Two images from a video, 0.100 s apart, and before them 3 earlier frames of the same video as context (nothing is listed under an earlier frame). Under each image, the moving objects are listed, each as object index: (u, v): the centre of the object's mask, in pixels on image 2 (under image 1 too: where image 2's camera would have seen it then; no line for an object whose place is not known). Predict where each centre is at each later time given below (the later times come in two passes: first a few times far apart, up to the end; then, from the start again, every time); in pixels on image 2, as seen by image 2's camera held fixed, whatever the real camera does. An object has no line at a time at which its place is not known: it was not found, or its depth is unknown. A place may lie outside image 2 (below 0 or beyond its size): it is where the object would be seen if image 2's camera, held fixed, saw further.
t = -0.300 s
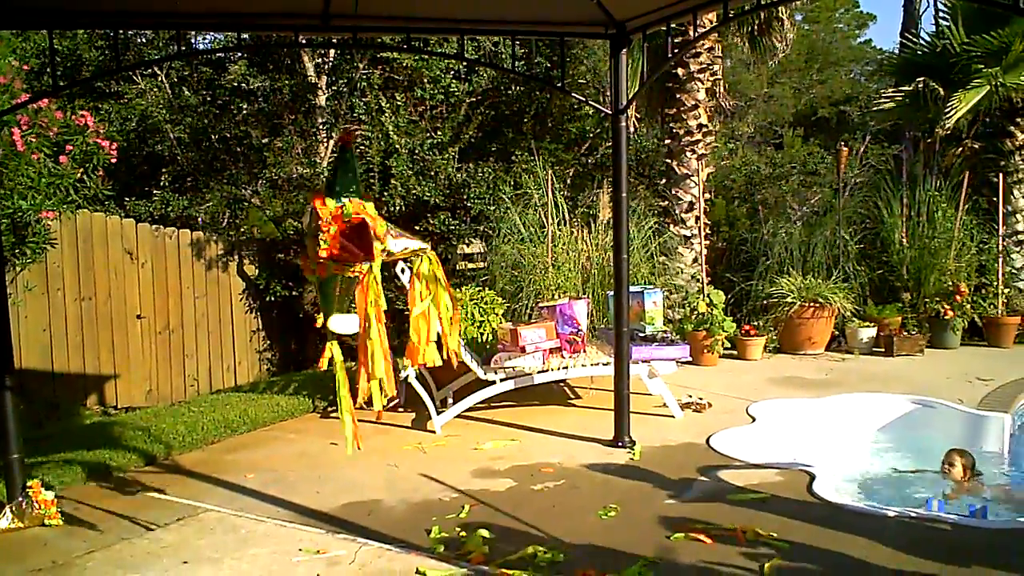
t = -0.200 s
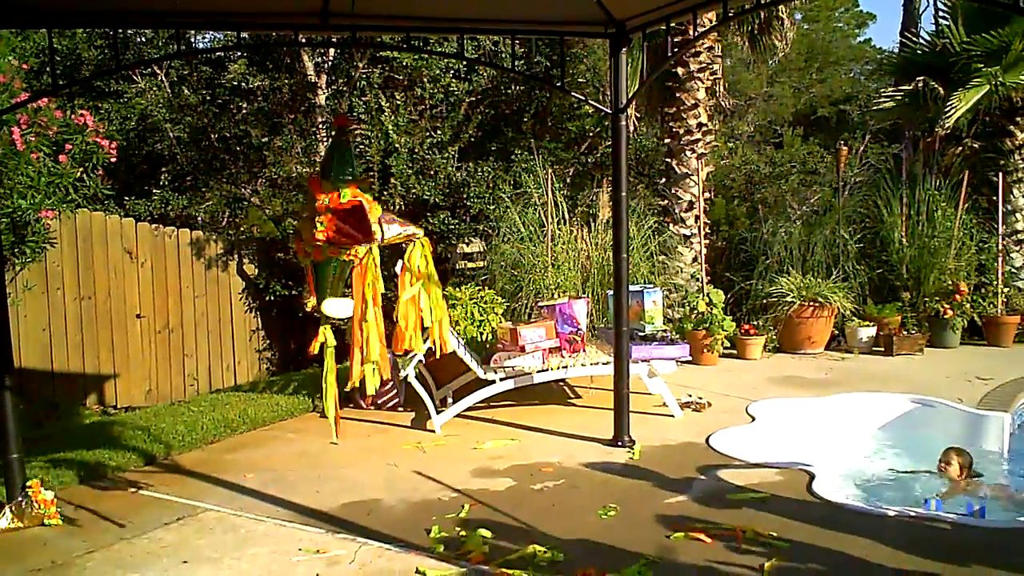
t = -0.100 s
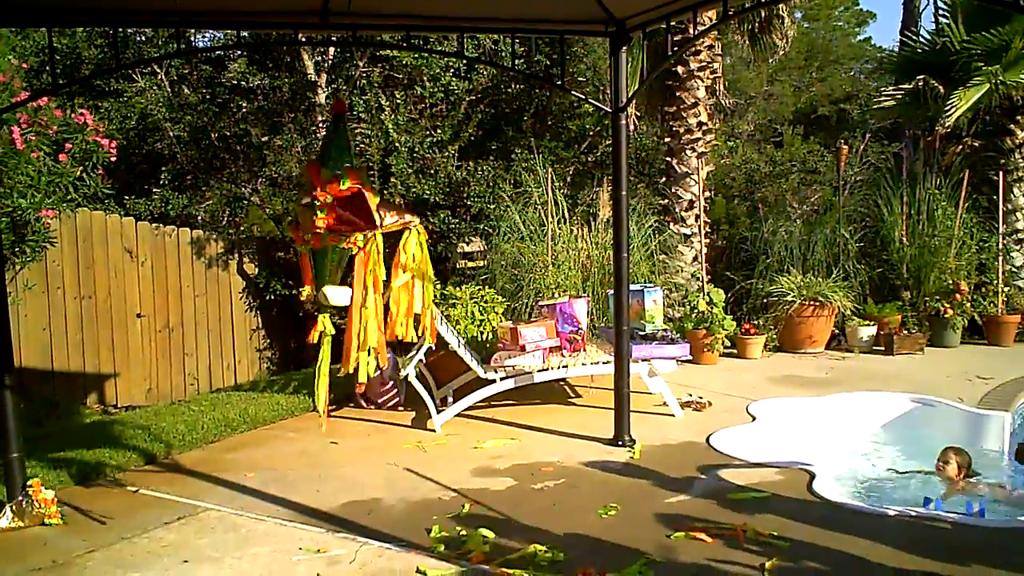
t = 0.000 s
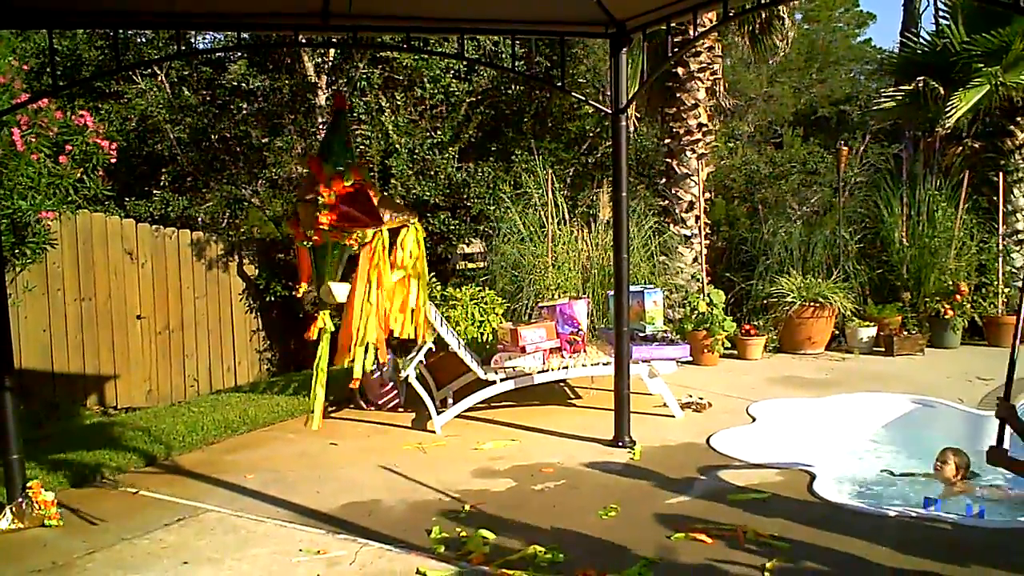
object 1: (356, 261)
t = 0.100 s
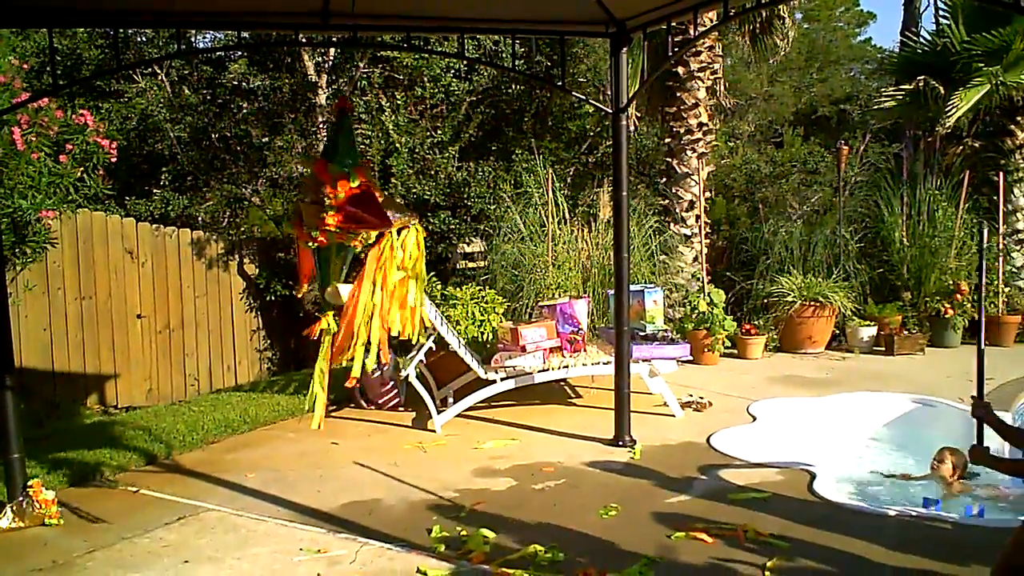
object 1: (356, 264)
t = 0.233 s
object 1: (360, 269)
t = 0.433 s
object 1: (373, 290)
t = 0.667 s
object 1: (397, 311)
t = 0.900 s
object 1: (429, 317)
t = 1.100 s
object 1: (441, 290)
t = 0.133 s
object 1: (357, 265)
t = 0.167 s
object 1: (357, 265)
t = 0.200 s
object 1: (359, 267)
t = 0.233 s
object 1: (360, 269)
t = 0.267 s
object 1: (362, 272)
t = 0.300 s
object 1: (363, 276)
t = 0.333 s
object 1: (365, 279)
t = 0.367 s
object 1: (366, 283)
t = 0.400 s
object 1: (370, 286)
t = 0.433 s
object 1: (373, 290)
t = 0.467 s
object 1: (376, 292)
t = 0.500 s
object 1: (379, 296)
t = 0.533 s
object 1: (383, 299)
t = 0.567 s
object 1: (387, 303)
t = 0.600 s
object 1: (391, 309)
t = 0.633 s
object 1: (393, 310)
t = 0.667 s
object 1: (397, 311)
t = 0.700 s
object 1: (404, 314)
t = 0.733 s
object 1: (407, 315)
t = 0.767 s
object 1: (411, 316)
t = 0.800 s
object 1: (416, 316)
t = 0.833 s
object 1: (420, 319)
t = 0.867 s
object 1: (426, 317)
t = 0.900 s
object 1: (429, 317)
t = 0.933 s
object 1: (433, 315)
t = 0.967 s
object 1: (435, 310)
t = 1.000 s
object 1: (438, 307)
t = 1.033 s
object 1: (438, 302)
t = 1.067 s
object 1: (440, 298)
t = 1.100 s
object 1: (441, 290)
